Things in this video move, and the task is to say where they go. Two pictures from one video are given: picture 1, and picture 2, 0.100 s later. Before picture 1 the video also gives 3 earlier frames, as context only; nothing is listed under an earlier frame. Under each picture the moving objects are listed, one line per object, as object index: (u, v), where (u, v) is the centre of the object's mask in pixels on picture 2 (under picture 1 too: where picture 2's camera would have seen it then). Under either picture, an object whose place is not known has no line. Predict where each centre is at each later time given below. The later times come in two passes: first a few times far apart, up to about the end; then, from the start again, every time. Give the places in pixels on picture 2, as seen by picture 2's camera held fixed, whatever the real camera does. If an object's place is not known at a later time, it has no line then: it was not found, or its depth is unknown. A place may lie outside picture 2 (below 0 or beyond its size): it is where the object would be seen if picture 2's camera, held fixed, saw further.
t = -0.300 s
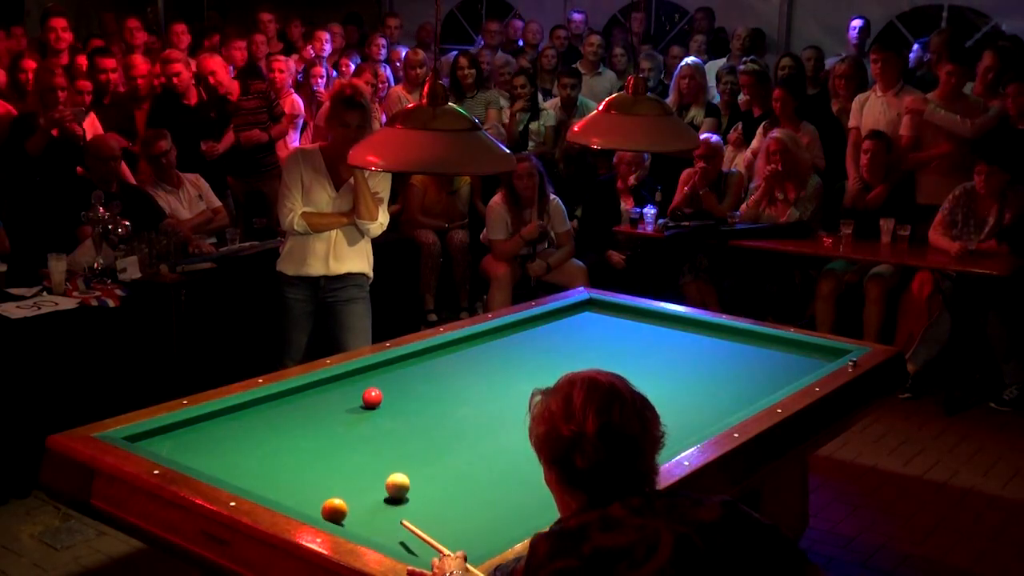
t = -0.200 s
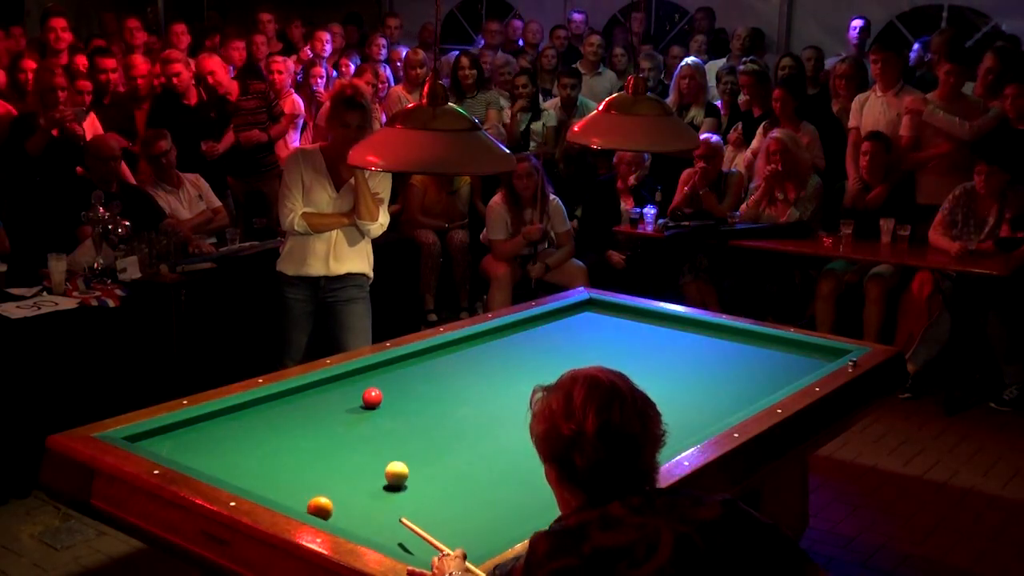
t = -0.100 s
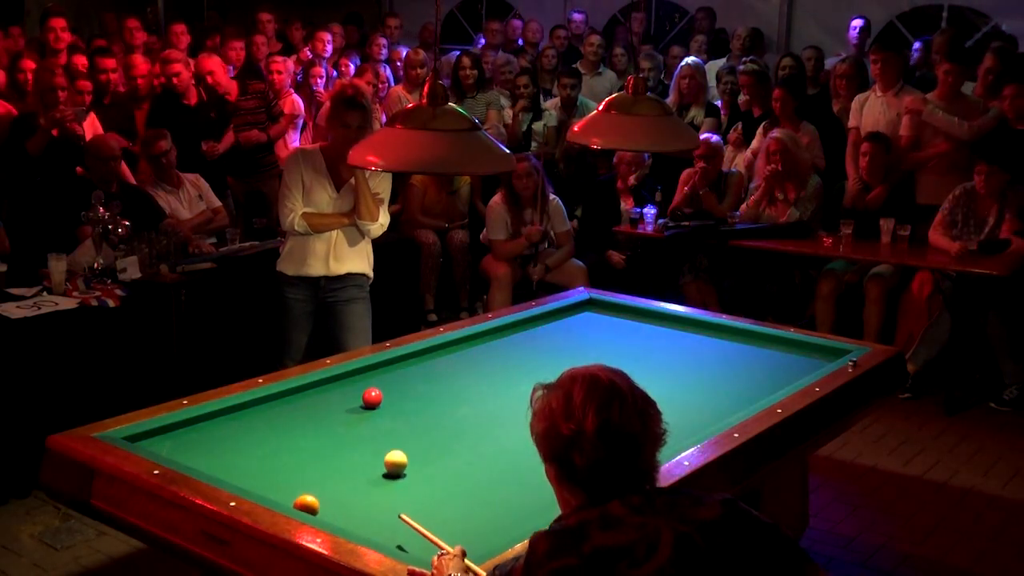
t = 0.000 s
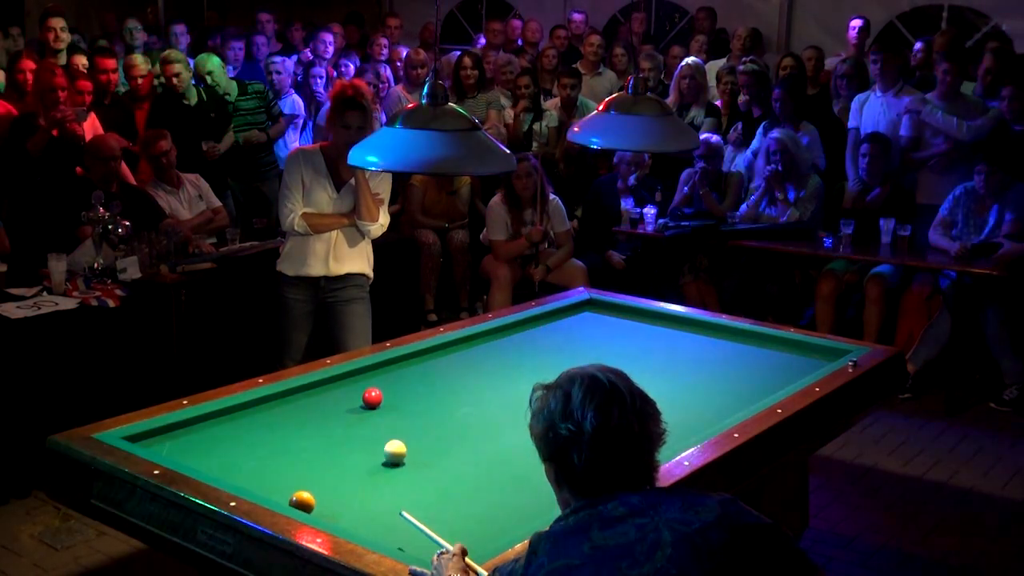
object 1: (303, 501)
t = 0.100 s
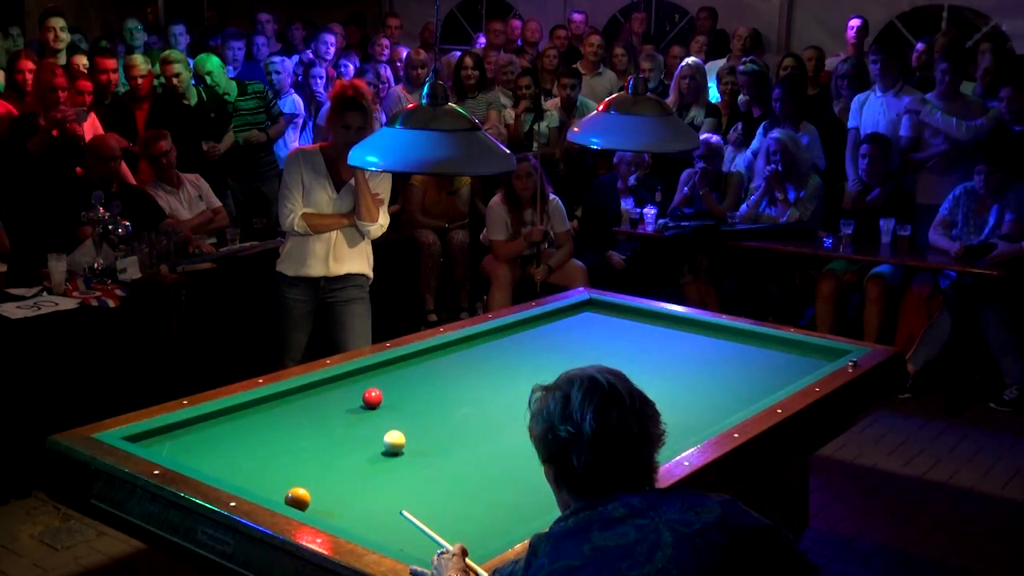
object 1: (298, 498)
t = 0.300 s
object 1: (290, 493)
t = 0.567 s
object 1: (279, 483)
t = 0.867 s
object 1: (268, 474)
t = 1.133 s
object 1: (261, 467)
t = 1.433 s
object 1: (252, 460)
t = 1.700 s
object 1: (245, 454)
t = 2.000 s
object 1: (238, 448)
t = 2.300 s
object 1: (231, 442)
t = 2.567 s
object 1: (226, 438)
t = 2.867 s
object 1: (223, 434)
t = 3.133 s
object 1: (219, 431)
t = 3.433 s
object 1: (217, 428)
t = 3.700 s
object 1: (215, 426)
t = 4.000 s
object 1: (210, 423)
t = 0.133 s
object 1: (296, 497)
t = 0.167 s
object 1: (295, 496)
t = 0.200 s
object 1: (294, 495)
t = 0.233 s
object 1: (292, 494)
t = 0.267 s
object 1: (291, 493)
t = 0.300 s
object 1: (290, 493)
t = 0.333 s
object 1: (288, 491)
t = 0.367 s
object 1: (287, 490)
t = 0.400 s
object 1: (286, 490)
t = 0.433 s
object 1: (284, 488)
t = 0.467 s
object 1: (283, 487)
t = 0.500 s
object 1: (282, 486)
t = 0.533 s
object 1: (281, 485)
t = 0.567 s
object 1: (279, 483)
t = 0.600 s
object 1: (279, 483)
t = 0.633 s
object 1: (277, 482)
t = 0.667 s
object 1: (275, 481)
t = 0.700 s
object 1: (275, 480)
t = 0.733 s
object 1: (273, 479)
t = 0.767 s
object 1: (272, 477)
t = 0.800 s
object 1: (271, 476)
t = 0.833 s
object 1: (270, 475)
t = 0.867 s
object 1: (268, 474)
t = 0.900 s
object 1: (268, 474)
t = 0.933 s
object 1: (266, 473)
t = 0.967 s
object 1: (265, 472)
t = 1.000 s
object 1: (265, 471)
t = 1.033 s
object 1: (263, 470)
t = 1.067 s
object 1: (262, 469)
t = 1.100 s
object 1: (262, 468)
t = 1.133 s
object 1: (261, 467)
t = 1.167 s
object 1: (259, 466)
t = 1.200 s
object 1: (259, 466)
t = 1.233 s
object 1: (257, 464)
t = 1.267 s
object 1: (256, 463)
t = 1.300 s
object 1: (255, 463)
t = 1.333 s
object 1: (254, 462)
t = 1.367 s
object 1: (253, 461)
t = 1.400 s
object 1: (253, 461)
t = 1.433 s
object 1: (252, 460)
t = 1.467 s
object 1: (250, 459)
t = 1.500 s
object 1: (249, 458)
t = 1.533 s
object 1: (249, 457)
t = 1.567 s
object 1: (248, 456)
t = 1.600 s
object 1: (247, 456)
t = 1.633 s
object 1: (246, 455)
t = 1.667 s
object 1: (245, 454)
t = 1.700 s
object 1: (245, 454)
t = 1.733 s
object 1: (244, 453)
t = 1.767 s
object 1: (243, 452)
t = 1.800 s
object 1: (242, 452)
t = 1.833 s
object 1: (241, 451)
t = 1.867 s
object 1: (240, 450)
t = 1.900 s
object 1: (240, 449)
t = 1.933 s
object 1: (239, 449)
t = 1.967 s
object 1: (238, 448)
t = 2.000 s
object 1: (238, 448)
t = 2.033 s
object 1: (237, 447)
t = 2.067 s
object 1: (236, 446)
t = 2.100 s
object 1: (235, 446)
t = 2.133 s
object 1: (234, 445)
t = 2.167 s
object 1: (234, 445)
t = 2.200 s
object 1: (233, 444)
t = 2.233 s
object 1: (233, 444)
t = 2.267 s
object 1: (232, 443)
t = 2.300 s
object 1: (231, 442)
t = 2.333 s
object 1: (231, 442)
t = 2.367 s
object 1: (230, 441)
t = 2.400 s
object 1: (229, 441)
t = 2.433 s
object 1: (229, 440)
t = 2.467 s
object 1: (228, 440)
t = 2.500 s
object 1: (228, 439)
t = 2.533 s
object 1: (227, 439)
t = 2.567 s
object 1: (226, 438)
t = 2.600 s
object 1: (226, 438)
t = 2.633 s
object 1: (225, 437)
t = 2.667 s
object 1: (225, 437)
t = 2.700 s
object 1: (224, 436)
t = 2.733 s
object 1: (224, 436)
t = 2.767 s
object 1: (223, 435)
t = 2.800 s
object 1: (223, 435)
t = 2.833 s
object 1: (223, 435)
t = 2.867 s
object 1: (223, 434)
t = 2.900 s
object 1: (222, 434)
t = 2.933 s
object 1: (222, 434)
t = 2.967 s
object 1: (221, 433)
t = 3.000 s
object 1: (220, 433)
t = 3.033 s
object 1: (220, 432)
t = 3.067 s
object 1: (219, 432)
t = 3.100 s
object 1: (219, 431)
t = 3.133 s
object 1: (219, 431)
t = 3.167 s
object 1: (218, 430)
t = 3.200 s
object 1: (218, 430)
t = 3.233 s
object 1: (217, 430)
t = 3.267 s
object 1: (217, 429)
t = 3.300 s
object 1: (217, 429)
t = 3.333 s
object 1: (217, 429)
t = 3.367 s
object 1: (217, 429)
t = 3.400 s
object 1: (217, 429)
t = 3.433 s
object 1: (217, 428)
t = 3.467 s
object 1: (217, 428)
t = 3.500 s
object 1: (217, 428)
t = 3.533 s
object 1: (217, 427)
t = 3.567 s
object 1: (217, 427)
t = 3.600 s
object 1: (217, 427)
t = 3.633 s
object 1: (216, 427)
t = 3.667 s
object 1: (215, 426)
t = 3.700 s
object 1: (215, 426)
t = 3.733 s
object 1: (215, 426)
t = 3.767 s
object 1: (214, 425)
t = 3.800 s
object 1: (214, 425)
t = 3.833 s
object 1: (213, 425)
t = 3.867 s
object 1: (212, 424)
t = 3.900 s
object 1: (212, 424)
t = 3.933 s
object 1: (211, 423)
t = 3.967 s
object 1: (211, 423)
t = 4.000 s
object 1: (210, 423)
